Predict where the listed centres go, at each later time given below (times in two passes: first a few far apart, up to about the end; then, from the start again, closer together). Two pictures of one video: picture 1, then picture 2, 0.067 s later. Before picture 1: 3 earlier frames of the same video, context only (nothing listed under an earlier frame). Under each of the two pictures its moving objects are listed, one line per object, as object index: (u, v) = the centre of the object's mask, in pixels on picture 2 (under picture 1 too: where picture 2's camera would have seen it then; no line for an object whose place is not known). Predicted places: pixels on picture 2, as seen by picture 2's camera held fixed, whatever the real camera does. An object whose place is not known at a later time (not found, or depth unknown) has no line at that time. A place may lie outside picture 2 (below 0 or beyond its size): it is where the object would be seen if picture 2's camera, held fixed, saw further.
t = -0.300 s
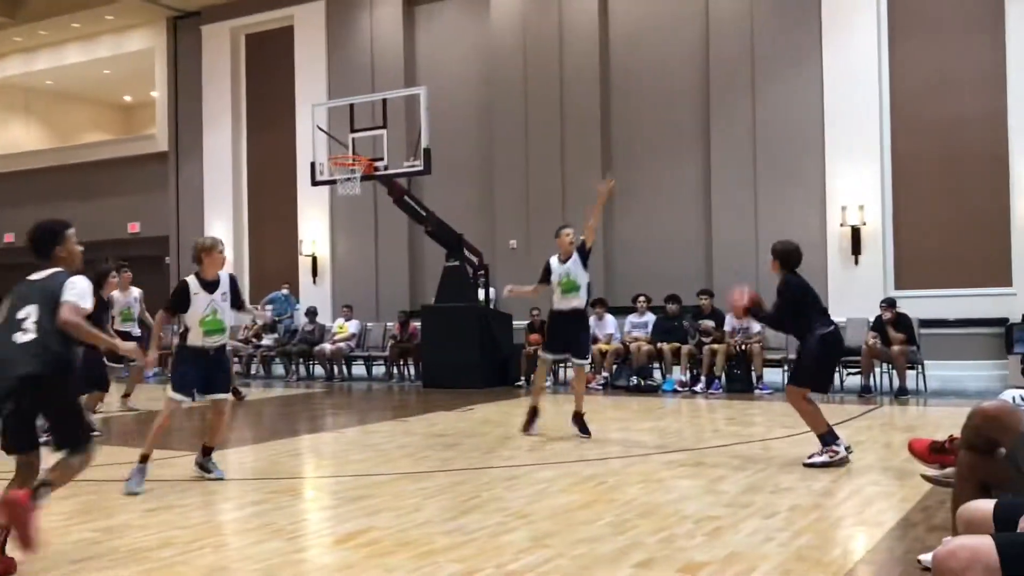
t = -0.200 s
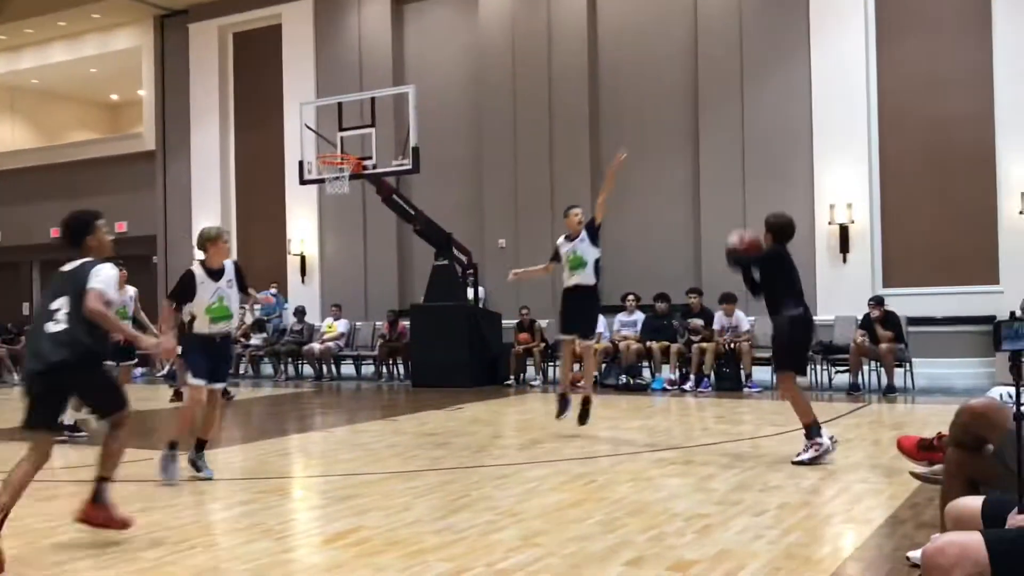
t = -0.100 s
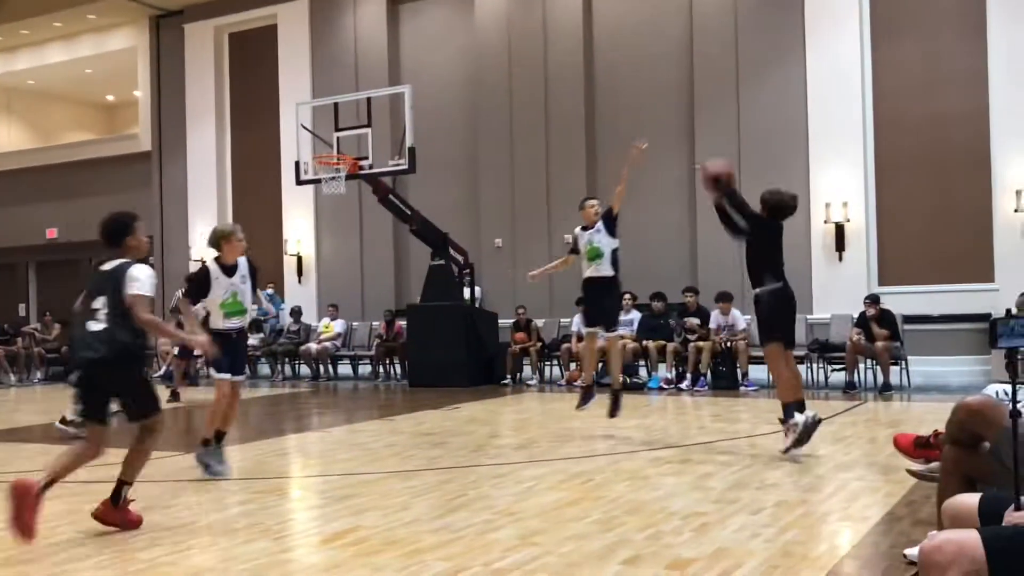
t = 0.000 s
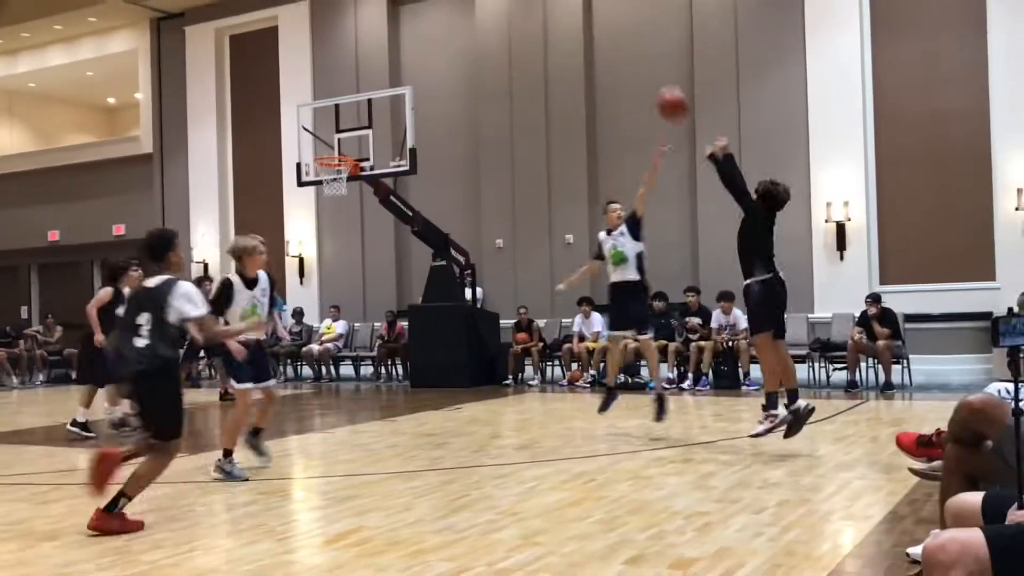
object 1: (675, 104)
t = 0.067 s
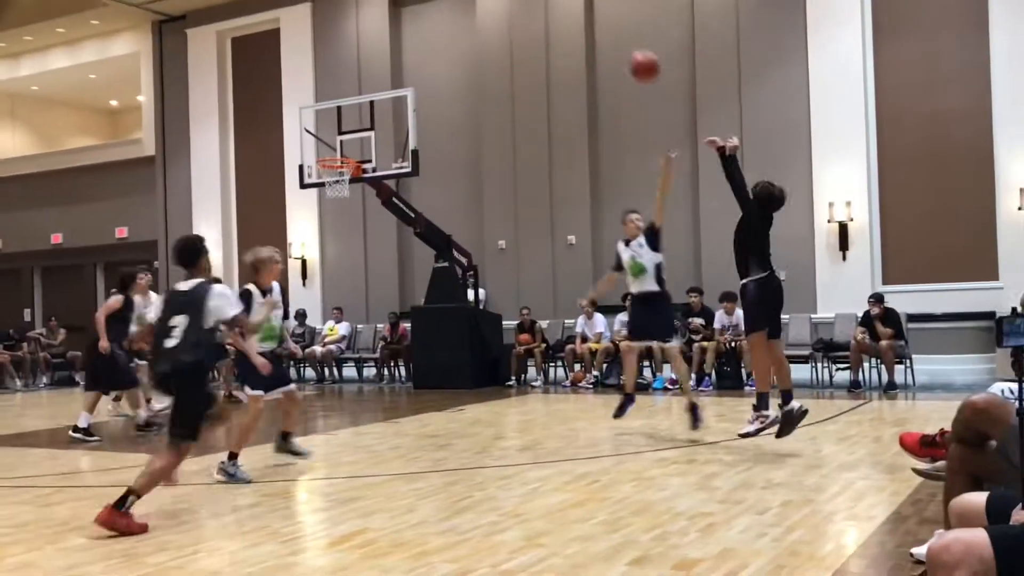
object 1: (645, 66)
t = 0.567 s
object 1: (480, -20)
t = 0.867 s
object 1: (411, 42)
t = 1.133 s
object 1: (367, 146)
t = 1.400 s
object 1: (352, 141)
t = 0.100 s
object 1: (630, 49)
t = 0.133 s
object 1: (616, 34)
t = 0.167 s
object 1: (604, 23)
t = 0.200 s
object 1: (591, 11)
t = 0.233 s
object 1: (578, 3)
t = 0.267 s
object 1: (567, -1)
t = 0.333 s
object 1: (545, -9)
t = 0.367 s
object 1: (533, -14)
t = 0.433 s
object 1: (514, -17)
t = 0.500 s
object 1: (497, -19)
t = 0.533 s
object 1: (488, -21)
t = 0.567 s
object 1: (480, -20)
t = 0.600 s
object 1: (471, -17)
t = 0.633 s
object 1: (463, -12)
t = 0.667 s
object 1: (454, -6)
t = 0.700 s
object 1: (446, -1)
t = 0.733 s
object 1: (438, 6)
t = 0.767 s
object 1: (431, 14)
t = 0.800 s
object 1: (424, 23)
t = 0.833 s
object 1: (418, 32)
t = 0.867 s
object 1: (411, 42)
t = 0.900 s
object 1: (405, 54)
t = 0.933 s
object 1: (400, 64)
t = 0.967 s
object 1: (395, 77)
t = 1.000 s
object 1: (388, 89)
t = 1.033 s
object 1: (383, 104)
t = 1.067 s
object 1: (378, 117)
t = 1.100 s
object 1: (373, 132)
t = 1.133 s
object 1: (367, 146)
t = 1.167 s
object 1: (364, 159)
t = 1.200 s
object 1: (369, 156)
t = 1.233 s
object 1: (367, 153)
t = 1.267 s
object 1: (364, 149)
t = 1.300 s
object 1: (361, 147)
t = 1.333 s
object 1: (358, 143)
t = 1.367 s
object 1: (355, 141)
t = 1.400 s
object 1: (352, 141)
